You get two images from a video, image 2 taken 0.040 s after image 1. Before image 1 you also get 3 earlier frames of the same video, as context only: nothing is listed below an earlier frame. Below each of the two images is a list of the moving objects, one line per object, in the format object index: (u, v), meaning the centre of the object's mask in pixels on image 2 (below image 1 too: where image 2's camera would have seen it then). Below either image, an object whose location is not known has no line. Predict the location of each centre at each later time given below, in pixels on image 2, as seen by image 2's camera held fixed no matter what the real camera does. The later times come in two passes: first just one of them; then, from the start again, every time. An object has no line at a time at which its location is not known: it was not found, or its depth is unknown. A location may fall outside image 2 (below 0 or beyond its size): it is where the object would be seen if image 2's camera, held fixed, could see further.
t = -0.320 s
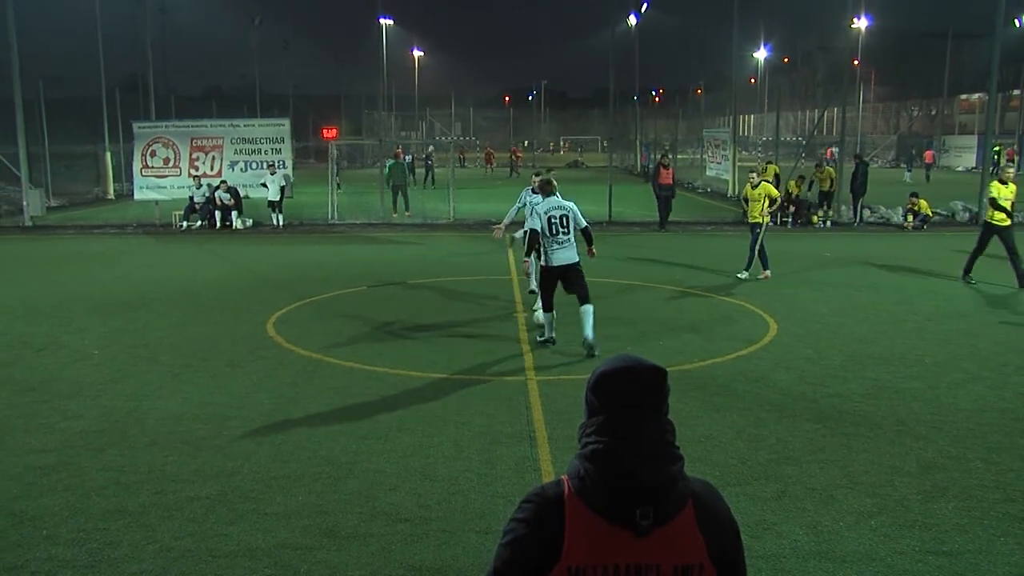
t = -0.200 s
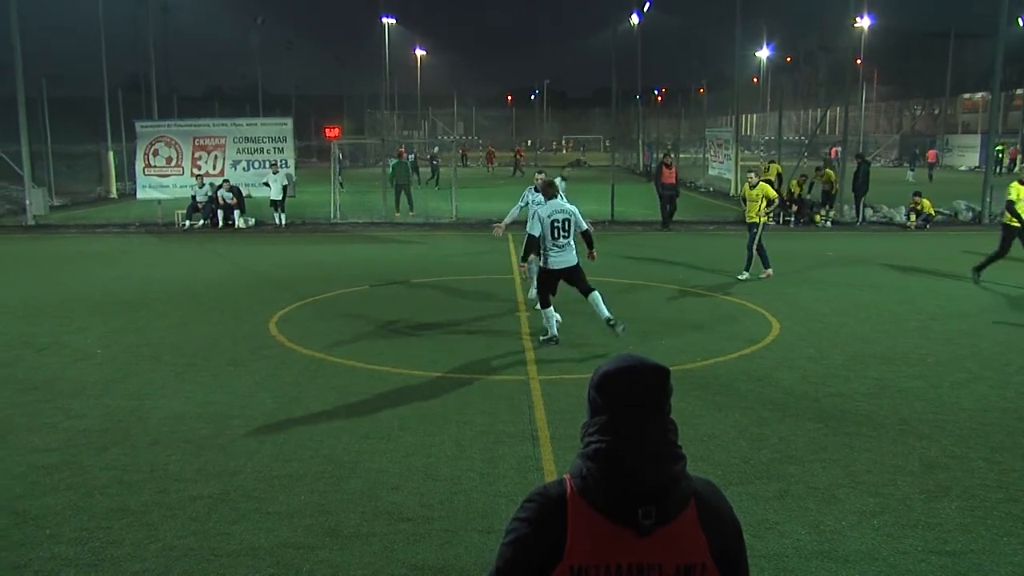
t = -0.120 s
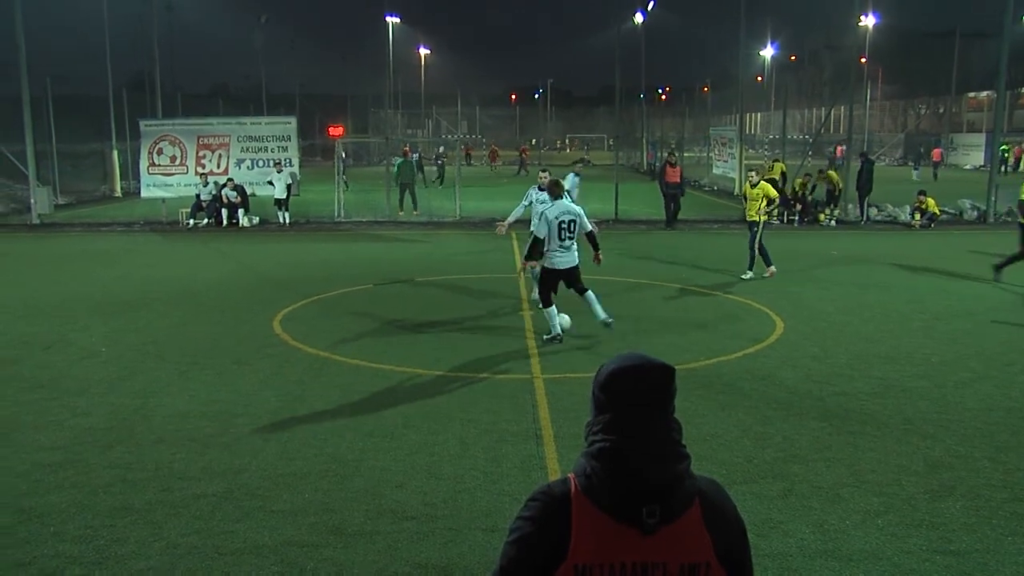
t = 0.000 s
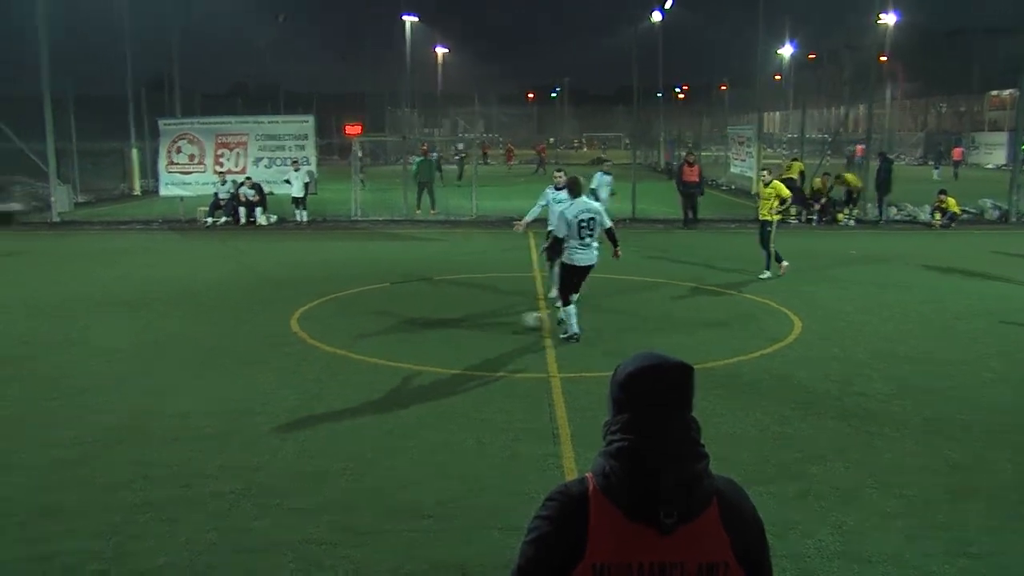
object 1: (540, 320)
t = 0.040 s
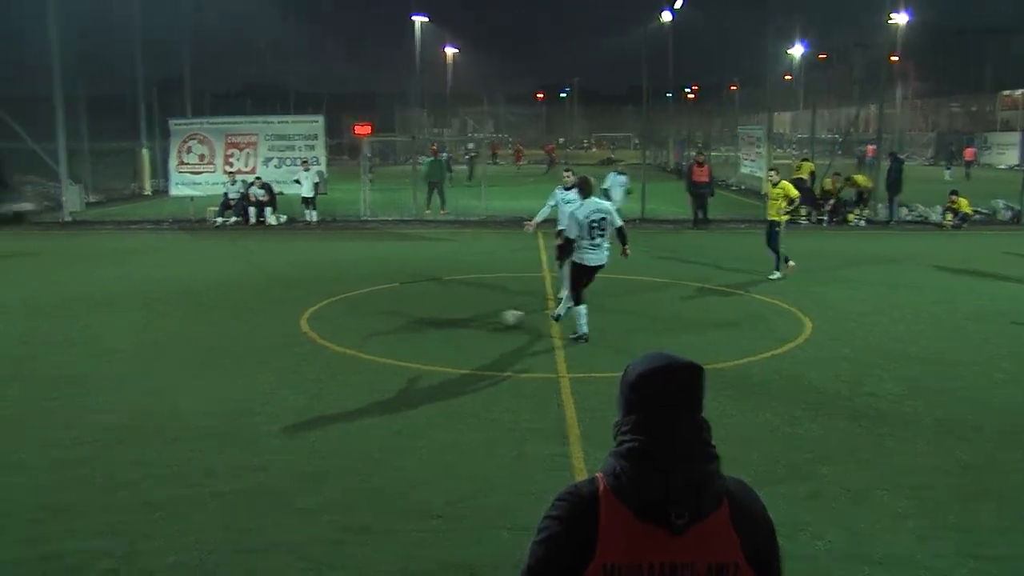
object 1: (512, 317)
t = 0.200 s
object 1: (408, 309)
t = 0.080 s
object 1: (484, 315)
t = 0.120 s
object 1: (457, 313)
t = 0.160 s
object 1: (431, 312)
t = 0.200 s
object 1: (408, 309)
